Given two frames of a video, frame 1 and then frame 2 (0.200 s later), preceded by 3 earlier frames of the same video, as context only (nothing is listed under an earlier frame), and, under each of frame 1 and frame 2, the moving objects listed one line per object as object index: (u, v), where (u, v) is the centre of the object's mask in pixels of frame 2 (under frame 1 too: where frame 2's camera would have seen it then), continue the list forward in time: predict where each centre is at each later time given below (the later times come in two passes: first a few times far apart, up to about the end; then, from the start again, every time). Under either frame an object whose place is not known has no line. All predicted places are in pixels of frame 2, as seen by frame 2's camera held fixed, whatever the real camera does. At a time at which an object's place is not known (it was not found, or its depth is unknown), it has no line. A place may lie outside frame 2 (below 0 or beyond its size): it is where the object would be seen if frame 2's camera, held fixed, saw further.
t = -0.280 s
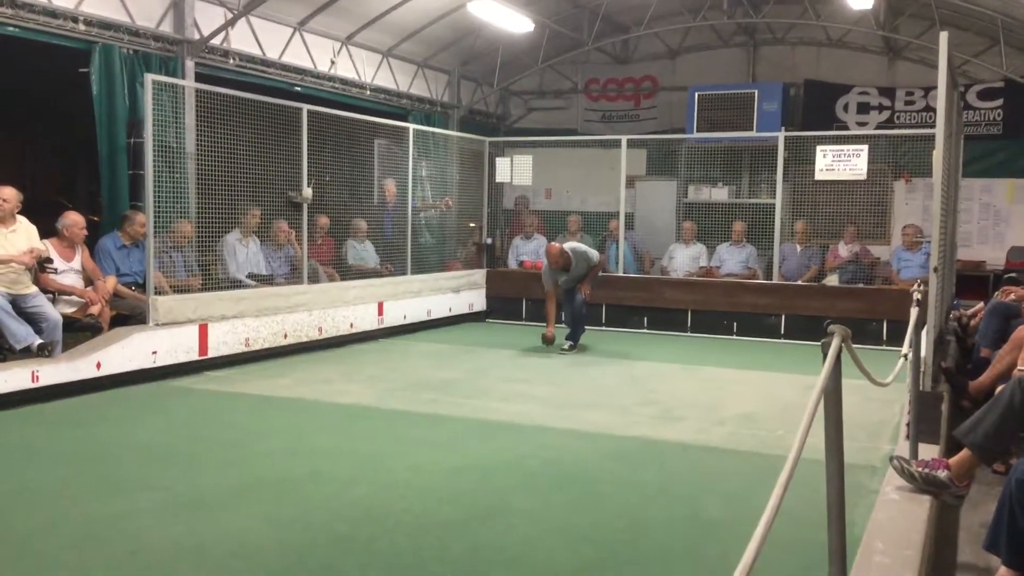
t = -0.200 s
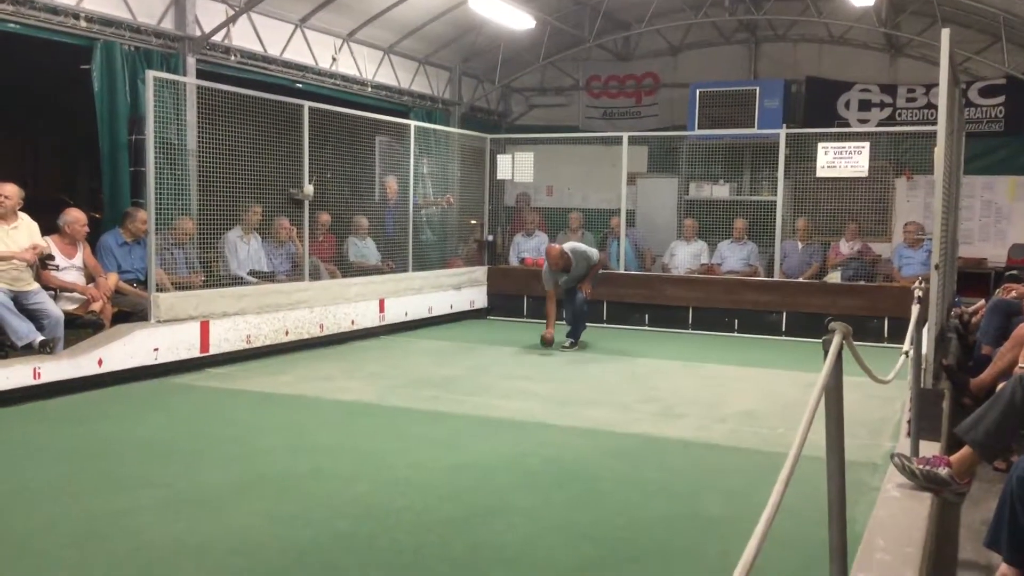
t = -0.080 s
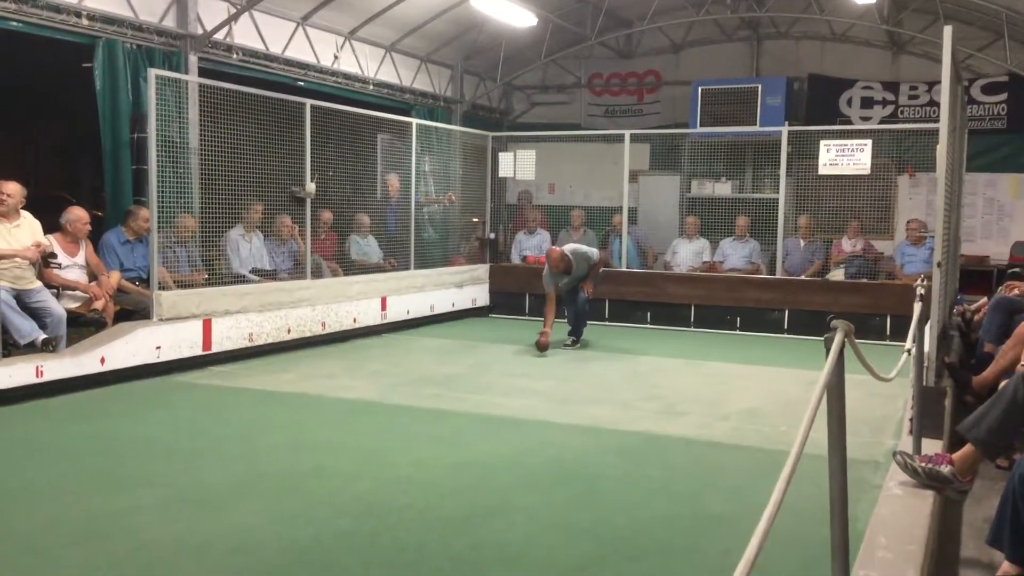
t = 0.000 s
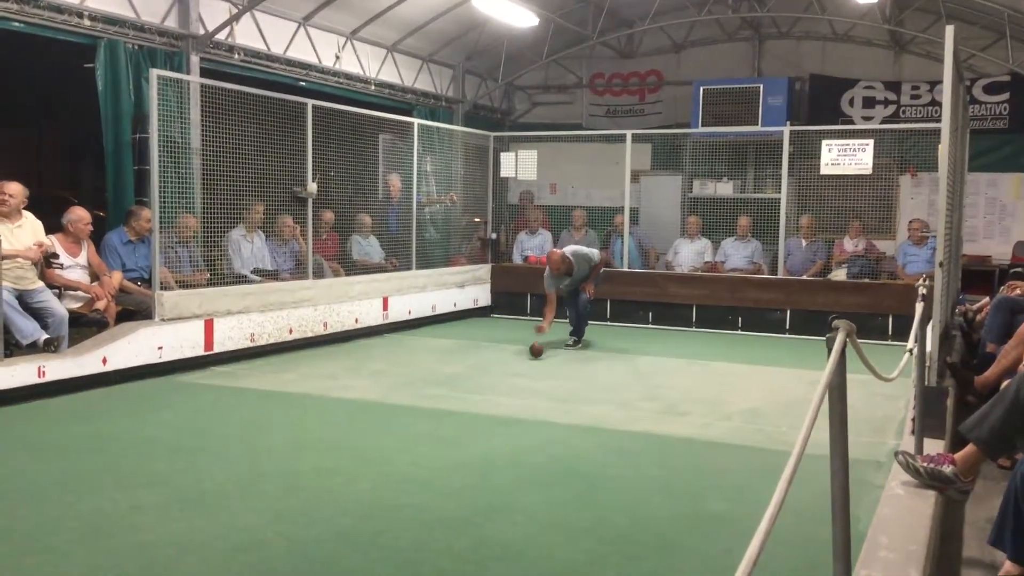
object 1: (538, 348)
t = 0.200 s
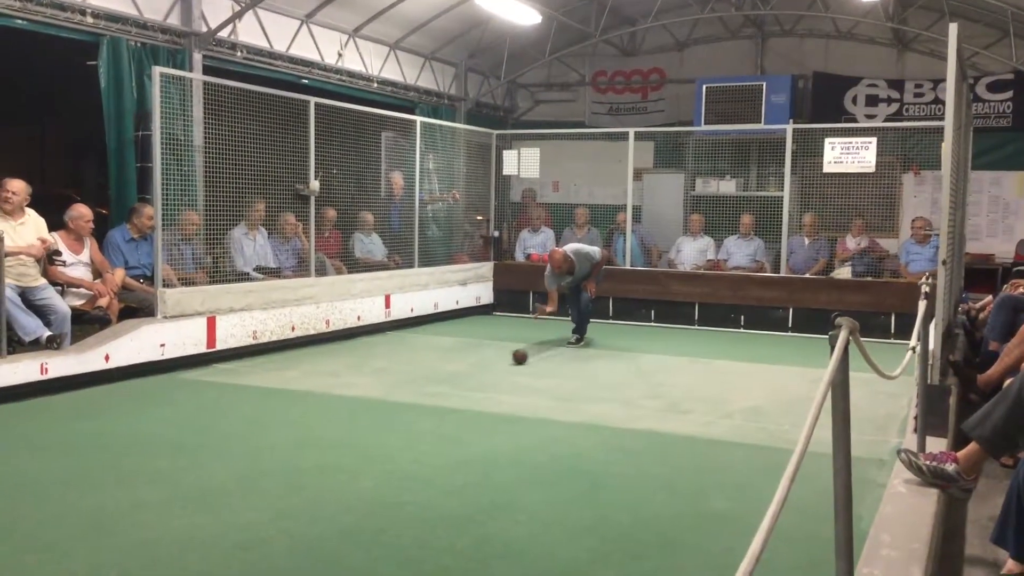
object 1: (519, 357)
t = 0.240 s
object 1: (516, 358)
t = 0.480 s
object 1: (491, 367)
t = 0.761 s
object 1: (459, 380)
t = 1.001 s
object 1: (427, 392)
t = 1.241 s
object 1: (392, 405)
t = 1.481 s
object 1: (352, 421)
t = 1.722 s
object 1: (305, 439)
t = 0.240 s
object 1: (516, 358)
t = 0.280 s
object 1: (512, 359)
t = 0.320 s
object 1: (508, 361)
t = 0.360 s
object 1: (504, 362)
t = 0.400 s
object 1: (500, 364)
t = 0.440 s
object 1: (495, 366)
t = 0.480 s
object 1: (491, 367)
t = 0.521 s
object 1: (487, 369)
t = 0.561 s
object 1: (482, 371)
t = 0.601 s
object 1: (478, 372)
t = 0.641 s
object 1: (473, 374)
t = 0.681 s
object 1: (468, 376)
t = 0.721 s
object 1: (464, 378)
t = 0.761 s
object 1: (459, 380)
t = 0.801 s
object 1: (454, 381)
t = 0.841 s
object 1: (449, 383)
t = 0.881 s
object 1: (444, 385)
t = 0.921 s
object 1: (438, 387)
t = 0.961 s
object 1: (433, 390)
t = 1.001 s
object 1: (427, 392)
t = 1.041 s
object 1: (422, 394)
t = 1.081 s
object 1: (416, 396)
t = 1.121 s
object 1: (410, 398)
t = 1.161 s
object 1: (404, 401)
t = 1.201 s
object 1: (398, 403)
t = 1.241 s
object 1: (392, 405)
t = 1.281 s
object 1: (386, 408)
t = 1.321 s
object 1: (380, 410)
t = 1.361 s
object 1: (373, 413)
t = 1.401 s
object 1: (366, 416)
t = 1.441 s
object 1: (359, 418)
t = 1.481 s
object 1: (352, 421)
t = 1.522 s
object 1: (344, 424)
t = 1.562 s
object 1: (337, 427)
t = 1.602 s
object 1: (329, 430)
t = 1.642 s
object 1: (321, 433)
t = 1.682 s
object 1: (313, 436)
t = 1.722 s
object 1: (305, 439)
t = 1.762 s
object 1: (296, 442)
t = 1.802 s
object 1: (287, 446)
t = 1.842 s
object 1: (278, 449)
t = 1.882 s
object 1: (269, 453)
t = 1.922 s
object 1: (260, 456)
